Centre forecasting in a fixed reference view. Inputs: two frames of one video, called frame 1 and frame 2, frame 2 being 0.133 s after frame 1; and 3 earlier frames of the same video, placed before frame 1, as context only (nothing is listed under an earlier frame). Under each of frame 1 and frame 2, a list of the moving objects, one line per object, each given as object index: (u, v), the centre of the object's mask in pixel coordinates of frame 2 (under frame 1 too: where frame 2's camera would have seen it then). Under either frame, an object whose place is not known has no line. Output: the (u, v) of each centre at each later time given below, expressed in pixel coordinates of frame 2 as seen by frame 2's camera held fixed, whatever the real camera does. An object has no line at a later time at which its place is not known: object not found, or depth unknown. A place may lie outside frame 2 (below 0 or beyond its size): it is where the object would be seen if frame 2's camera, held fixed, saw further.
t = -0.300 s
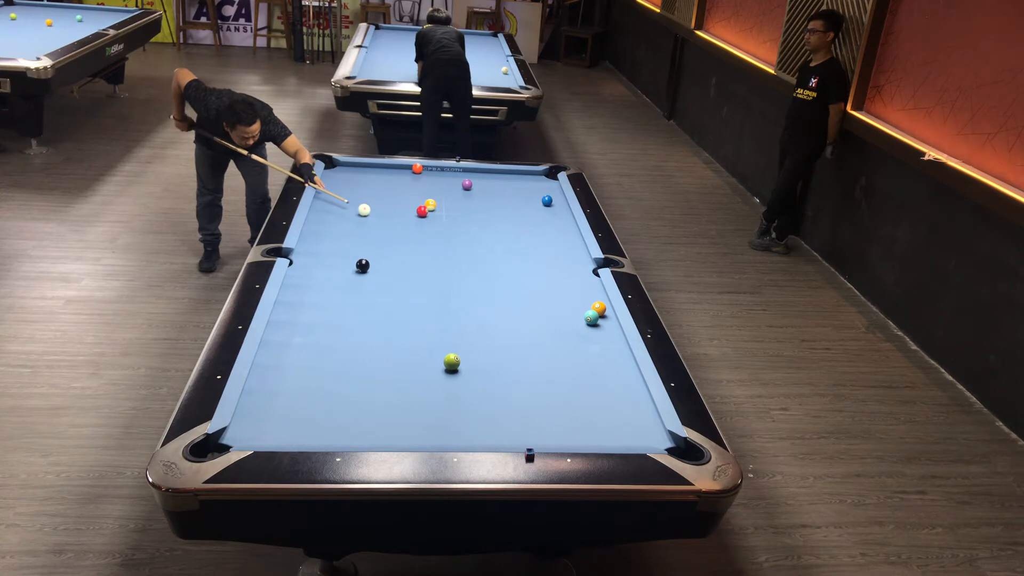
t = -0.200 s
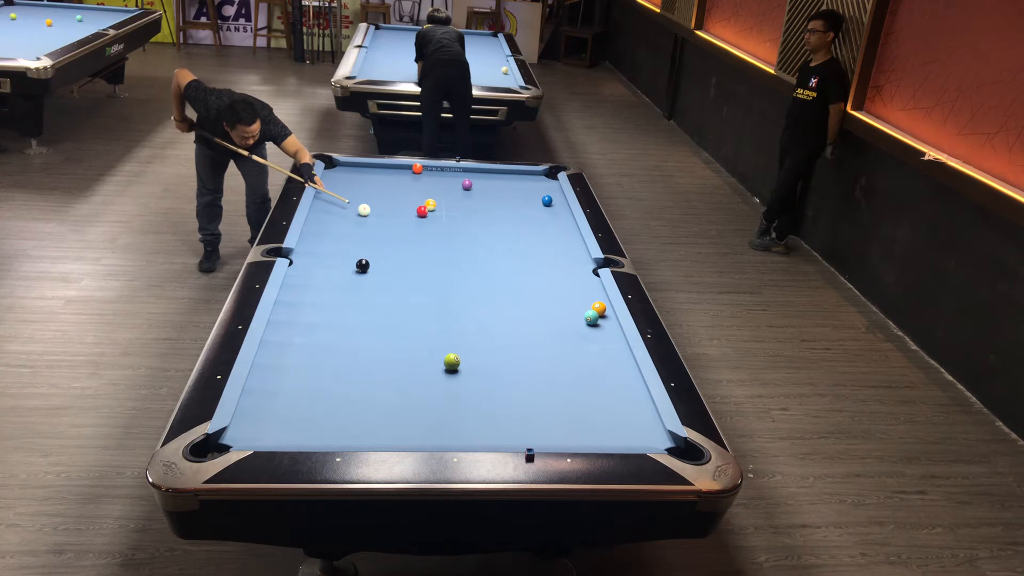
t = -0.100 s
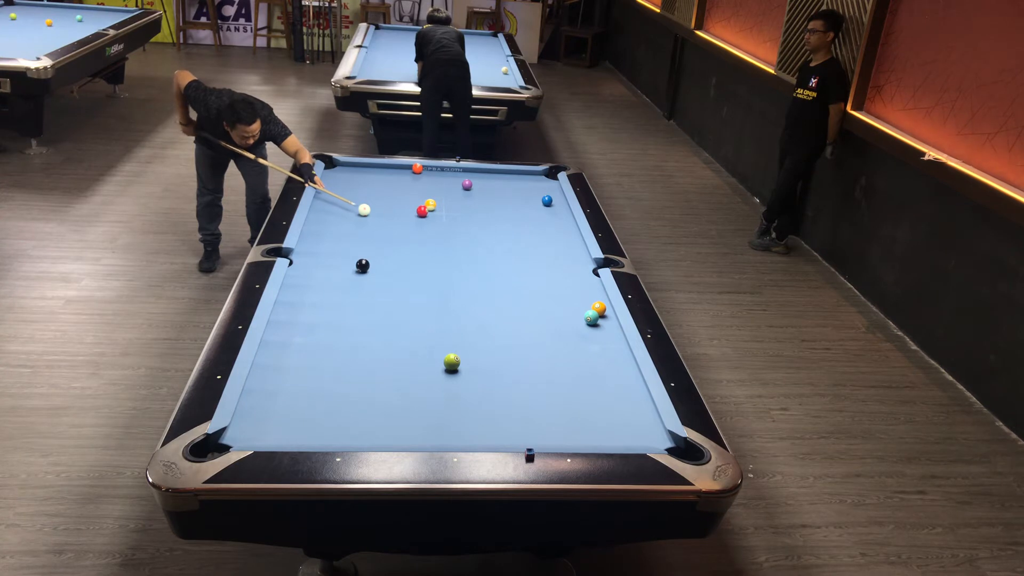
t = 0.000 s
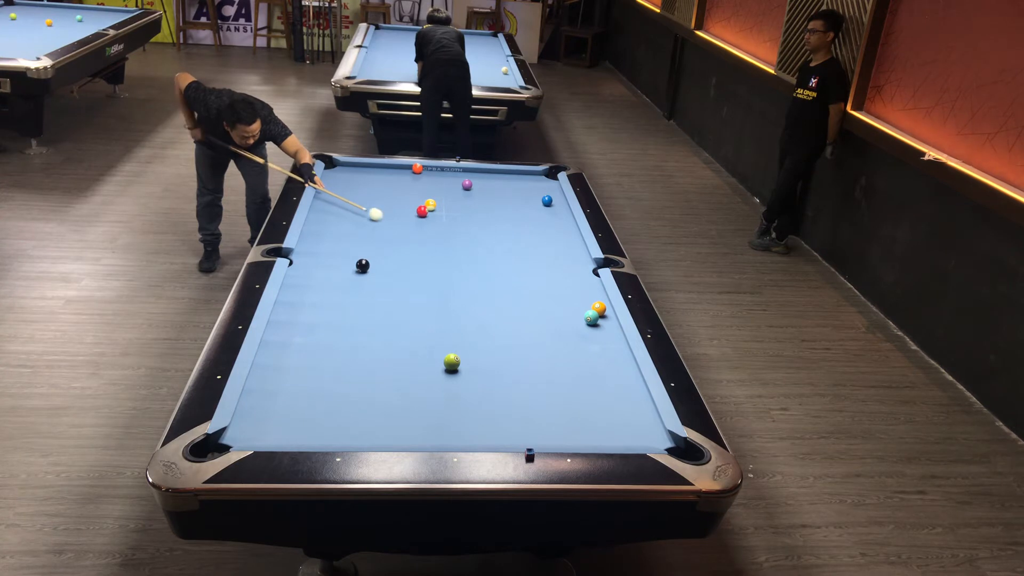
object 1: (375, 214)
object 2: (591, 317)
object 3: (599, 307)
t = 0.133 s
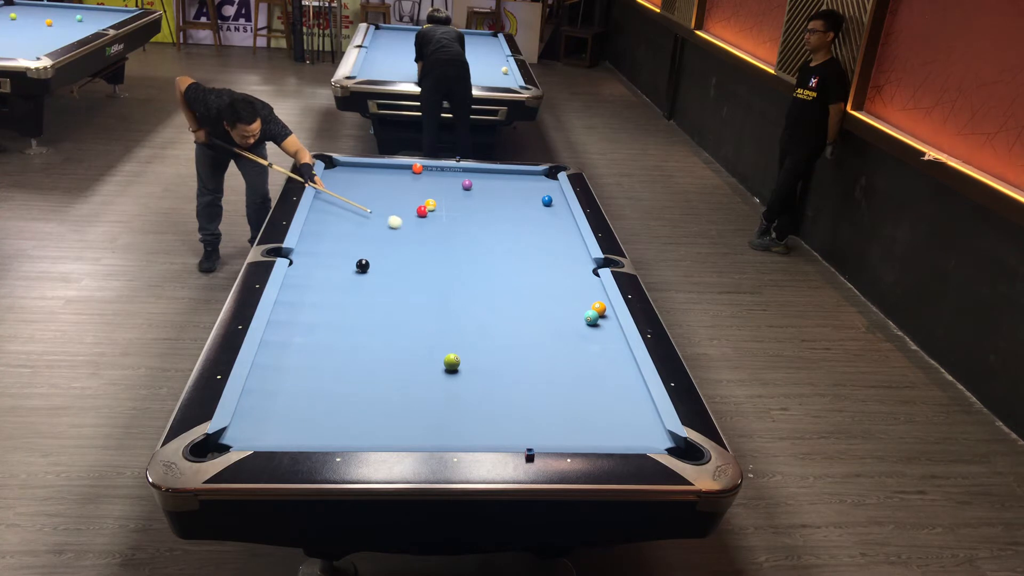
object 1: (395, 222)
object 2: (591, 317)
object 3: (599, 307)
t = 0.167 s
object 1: (399, 224)
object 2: (591, 317)
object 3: (599, 307)
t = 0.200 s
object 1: (404, 226)
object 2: (591, 317)
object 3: (599, 307)
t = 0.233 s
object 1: (409, 228)
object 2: (591, 317)
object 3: (599, 307)
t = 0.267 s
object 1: (414, 230)
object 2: (591, 317)
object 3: (599, 307)
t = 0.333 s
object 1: (424, 234)
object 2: (591, 317)
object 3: (599, 307)
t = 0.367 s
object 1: (429, 236)
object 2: (591, 317)
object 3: (599, 307)
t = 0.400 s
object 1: (434, 238)
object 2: (591, 317)
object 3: (599, 307)
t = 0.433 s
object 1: (439, 240)
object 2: (591, 317)
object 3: (599, 307)
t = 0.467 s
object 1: (444, 242)
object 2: (591, 317)
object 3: (599, 307)
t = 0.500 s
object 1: (449, 244)
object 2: (591, 317)
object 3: (599, 307)
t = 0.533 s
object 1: (454, 246)
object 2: (591, 317)
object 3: (599, 307)
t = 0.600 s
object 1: (465, 250)
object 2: (591, 317)
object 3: (599, 307)
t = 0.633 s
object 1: (470, 252)
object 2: (591, 317)
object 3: (599, 307)
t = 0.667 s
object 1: (475, 254)
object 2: (591, 317)
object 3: (599, 307)
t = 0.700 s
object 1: (480, 256)
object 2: (591, 317)
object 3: (599, 307)
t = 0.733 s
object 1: (485, 259)
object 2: (591, 317)
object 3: (599, 307)
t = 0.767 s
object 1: (491, 261)
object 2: (591, 317)
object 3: (599, 307)
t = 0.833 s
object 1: (502, 265)
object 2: (591, 317)
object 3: (599, 307)
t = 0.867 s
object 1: (507, 267)
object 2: (591, 317)
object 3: (599, 307)
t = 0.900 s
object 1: (512, 269)
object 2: (591, 317)
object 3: (599, 307)
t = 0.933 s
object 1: (518, 272)
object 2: (591, 317)
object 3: (599, 307)
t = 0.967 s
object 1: (523, 274)
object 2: (591, 317)
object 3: (599, 307)
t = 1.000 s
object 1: (529, 276)
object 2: (591, 317)
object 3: (599, 307)
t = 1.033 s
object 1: (534, 278)
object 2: (591, 317)
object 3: (599, 307)
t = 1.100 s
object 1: (545, 283)
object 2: (591, 317)
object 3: (599, 307)
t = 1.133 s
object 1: (551, 285)
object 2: (591, 317)
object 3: (599, 307)
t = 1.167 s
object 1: (557, 287)
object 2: (591, 317)
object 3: (599, 307)
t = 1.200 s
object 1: (563, 290)
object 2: (591, 317)
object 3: (599, 307)
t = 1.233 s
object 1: (569, 292)
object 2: (591, 317)
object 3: (599, 307)
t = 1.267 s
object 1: (574, 294)
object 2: (591, 317)
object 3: (599, 307)
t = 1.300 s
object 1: (580, 296)
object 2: (591, 317)
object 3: (599, 307)
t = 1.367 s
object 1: (590, 300)
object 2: (591, 317)
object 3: (599, 308)
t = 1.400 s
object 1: (596, 300)
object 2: (591, 317)
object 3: (600, 308)
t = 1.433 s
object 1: (601, 301)
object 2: (591, 317)
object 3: (602, 311)
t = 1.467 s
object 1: (602, 301)
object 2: (591, 317)
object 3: (603, 313)
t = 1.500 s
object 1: (600, 302)
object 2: (590, 318)
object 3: (604, 315)
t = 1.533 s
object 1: (597, 303)
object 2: (590, 318)
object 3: (606, 316)
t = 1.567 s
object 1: (595, 303)
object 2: (589, 318)
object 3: (608, 317)
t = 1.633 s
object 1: (590, 303)
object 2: (588, 319)
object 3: (611, 320)
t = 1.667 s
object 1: (588, 303)
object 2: (587, 319)
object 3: (610, 320)
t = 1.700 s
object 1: (586, 304)
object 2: (586, 320)
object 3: (610, 321)
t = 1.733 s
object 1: (583, 304)
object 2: (586, 320)
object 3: (610, 322)
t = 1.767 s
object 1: (581, 304)
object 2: (585, 320)
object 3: (609, 323)
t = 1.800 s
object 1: (579, 304)
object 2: (584, 321)
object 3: (609, 324)
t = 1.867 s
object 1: (574, 304)
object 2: (583, 321)
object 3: (608, 326)
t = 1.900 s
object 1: (572, 305)
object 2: (583, 322)
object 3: (608, 326)
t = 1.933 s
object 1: (570, 305)
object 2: (582, 322)
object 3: (608, 327)
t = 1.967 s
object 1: (567, 305)
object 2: (582, 322)
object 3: (607, 328)
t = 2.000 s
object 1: (565, 305)
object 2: (581, 322)
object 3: (607, 329)
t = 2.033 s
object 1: (563, 305)
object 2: (581, 323)
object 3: (607, 330)
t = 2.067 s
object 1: (561, 305)
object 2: (580, 323)
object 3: (606, 330)
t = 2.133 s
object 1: (557, 305)
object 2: (579, 323)
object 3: (606, 332)
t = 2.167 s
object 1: (555, 306)
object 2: (579, 324)
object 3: (606, 333)
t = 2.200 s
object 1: (553, 306)
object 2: (578, 324)
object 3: (605, 333)
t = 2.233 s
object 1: (551, 306)
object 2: (578, 324)
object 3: (605, 334)
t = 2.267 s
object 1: (549, 306)
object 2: (577, 324)
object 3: (605, 335)
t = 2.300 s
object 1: (547, 306)
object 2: (577, 324)
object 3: (604, 335)
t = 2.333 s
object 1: (545, 306)
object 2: (576, 325)
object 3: (604, 336)
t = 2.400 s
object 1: (541, 307)
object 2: (576, 325)
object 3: (603, 338)
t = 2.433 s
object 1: (539, 307)
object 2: (575, 325)
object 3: (603, 338)
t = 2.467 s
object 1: (537, 307)
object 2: (575, 325)
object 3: (603, 339)
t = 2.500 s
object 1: (535, 307)
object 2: (575, 326)
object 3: (603, 340)
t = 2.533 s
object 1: (533, 307)
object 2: (574, 326)
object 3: (602, 340)
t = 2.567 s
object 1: (532, 307)
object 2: (574, 326)
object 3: (602, 341)
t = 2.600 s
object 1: (530, 307)
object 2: (574, 326)
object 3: (602, 342)
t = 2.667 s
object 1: (526, 308)
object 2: (573, 326)
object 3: (601, 343)
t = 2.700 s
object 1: (524, 308)
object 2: (573, 327)
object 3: (601, 343)
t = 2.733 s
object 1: (523, 308)
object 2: (573, 327)
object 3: (601, 344)
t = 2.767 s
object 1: (521, 308)
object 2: (573, 327)
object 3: (600, 345)
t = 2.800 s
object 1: (519, 308)
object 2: (572, 327)
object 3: (600, 345)
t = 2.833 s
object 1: (518, 308)
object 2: (572, 327)
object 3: (600, 346)
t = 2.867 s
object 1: (516, 309)
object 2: (572, 327)
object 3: (599, 347)
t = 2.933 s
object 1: (513, 309)
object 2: (572, 327)
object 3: (599, 348)
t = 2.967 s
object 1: (511, 309)
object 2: (571, 327)
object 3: (599, 349)
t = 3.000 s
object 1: (510, 309)
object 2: (571, 327)
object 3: (598, 349)
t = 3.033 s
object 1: (508, 309)
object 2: (571, 327)
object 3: (598, 350)
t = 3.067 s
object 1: (507, 309)
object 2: (571, 327)
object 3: (598, 350)
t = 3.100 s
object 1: (505, 310)
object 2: (571, 327)
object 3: (598, 351)
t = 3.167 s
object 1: (502, 310)
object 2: (571, 327)
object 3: (597, 352)
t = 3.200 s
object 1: (501, 310)
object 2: (571, 327)
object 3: (597, 352)
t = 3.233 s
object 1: (500, 310)
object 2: (571, 327)
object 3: (597, 353)
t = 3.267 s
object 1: (498, 310)
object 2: (571, 327)
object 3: (596, 353)
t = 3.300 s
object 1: (497, 310)
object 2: (571, 327)
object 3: (596, 354)
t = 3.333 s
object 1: (495, 310)
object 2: (571, 327)
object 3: (596, 354)
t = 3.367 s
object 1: (494, 310)
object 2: (571, 327)
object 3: (596, 355)
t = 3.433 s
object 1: (491, 311)
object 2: (571, 327)
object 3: (595, 356)
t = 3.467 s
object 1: (490, 311)
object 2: (571, 327)
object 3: (595, 356)
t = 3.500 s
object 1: (489, 311)
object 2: (571, 327)
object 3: (595, 356)
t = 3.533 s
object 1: (488, 311)
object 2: (571, 327)
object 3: (595, 357)
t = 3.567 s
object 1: (486, 311)
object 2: (571, 327)
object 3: (595, 357)
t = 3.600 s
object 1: (485, 311)
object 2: (571, 327)
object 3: (594, 358)
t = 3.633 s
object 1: (484, 311)
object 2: (571, 327)
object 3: (594, 358)
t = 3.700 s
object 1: (482, 312)
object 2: (571, 327)
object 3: (594, 359)
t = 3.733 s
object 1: (481, 312)
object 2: (571, 327)
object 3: (593, 359)
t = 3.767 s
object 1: (479, 312)
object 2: (571, 327)
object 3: (593, 360)
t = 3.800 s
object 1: (479, 312)
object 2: (571, 327)
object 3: (593, 360)
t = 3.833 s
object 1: (478, 312)
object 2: (571, 327)
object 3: (593, 360)
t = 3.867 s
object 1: (477, 312)
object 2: (571, 327)
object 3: (593, 360)
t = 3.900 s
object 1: (476, 312)
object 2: (571, 327)
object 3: (592, 361)
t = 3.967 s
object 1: (473, 313)
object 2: (571, 327)
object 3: (592, 361)
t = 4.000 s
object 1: (473, 313)
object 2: (571, 327)
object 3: (592, 362)
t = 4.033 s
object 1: (472, 313)
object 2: (571, 327)
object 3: (591, 362)
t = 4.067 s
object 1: (471, 313)
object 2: (571, 327)
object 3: (591, 362)
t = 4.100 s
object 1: (470, 313)
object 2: (571, 327)
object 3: (591, 362)
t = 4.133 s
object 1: (469, 314)
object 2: (571, 327)
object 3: (591, 363)
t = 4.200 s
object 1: (467, 314)
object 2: (571, 327)
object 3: (591, 363)
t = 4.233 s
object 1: (466, 314)
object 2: (571, 327)
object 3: (591, 363)
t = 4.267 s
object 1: (466, 315)
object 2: (571, 327)
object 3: (591, 364)
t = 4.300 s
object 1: (465, 315)
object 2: (571, 327)
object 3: (591, 363)
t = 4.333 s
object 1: (464, 315)
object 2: (571, 327)
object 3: (591, 364)
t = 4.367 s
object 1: (463, 315)
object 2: (571, 327)
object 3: (591, 364)
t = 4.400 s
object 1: (463, 315)
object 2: (571, 327)
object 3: (591, 364)
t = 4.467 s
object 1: (461, 316)
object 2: (571, 327)
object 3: (590, 364)
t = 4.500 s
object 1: (461, 316)
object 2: (571, 327)
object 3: (590, 364)
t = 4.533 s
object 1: (460, 316)
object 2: (571, 327)
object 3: (590, 365)
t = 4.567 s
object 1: (459, 316)
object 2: (571, 327)
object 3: (590, 365)
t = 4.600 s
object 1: (459, 317)
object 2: (571, 327)
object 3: (590, 365)
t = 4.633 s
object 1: (458, 317)
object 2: (571, 327)
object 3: (590, 365)
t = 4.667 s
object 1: (457, 317)
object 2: (571, 327)
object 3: (590, 365)
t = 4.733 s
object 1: (456, 317)
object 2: (571, 327)
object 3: (590, 365)
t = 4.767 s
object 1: (455, 317)
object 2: (571, 327)
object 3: (590, 365)
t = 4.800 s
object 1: (455, 318)
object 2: (571, 327)
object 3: (590, 365)
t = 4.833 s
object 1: (454, 318)
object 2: (571, 327)
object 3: (590, 365)
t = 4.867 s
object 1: (454, 318)
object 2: (571, 327)
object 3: (590, 365)
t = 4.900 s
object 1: (454, 318)
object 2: (571, 327)
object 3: (590, 365)
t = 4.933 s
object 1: (453, 318)
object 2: (571, 327)
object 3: (590, 365)
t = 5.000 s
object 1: (452, 319)
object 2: (571, 327)
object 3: (590, 365)
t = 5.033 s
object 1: (452, 319)
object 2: (571, 327)
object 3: (590, 365)
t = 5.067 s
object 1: (451, 319)
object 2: (571, 327)
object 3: (590, 365)
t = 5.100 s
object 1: (451, 319)
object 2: (571, 327)
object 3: (590, 364)
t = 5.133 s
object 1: (451, 319)
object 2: (571, 327)
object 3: (590, 364)
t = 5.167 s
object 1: (450, 319)
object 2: (571, 327)
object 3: (590, 365)
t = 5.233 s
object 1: (450, 320)
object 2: (571, 327)
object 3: (590, 365)
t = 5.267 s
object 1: (449, 320)
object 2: (571, 327)
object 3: (590, 365)
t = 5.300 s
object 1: (449, 320)
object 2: (571, 327)
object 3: (590, 365)
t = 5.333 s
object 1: (449, 320)
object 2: (571, 327)
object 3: (590, 365)
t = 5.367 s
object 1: (448, 320)
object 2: (571, 327)
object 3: (590, 365)
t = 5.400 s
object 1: (448, 320)
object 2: (571, 327)
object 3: (590, 365)
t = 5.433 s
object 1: (448, 320)
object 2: (571, 327)
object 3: (590, 365)
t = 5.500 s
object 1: (448, 321)
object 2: (571, 327)
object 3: (590, 365)
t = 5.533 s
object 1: (448, 321)
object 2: (571, 327)
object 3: (590, 365)
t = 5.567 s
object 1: (447, 321)
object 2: (571, 327)
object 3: (590, 365)
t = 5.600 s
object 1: (447, 321)
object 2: (571, 327)
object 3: (591, 365)
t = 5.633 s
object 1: (447, 321)
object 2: (571, 327)
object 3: (590, 365)
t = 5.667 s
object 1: (447, 321)
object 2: (571, 327)
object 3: (590, 365)
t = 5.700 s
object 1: (447, 321)
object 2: (571, 327)
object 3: (590, 365)
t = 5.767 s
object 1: (447, 321)
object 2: (571, 327)
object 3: (590, 365)
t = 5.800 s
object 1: (447, 321)
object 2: (571, 327)
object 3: (590, 365)
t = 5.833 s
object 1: (447, 321)
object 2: (571, 327)
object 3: (590, 364)
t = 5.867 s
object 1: (447, 321)
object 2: (571, 327)
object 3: (590, 365)
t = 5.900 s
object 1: (447, 321)
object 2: (571, 327)
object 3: (590, 364)
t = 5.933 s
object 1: (447, 321)
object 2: (571, 327)
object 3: (590, 364)
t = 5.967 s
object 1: (447, 321)
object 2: (571, 327)
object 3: (590, 364)
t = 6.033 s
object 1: (447, 321)
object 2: (571, 327)
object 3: (590, 364)
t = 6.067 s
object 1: (447, 321)
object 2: (571, 327)
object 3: (590, 364)
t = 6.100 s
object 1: (447, 321)
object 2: (571, 327)
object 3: (590, 364)
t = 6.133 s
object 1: (447, 321)
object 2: (571, 327)
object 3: (590, 364)
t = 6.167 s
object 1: (447, 321)
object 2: (571, 327)
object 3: (590, 364)
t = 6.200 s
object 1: (447, 321)
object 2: (571, 327)
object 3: (590, 364)
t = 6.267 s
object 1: (447, 321)
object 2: (571, 327)
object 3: (590, 364)
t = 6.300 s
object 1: (447, 321)
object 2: (571, 327)
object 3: (590, 364)
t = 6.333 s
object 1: (447, 321)
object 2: (571, 327)
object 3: (590, 364)
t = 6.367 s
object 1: (447, 321)
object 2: (571, 327)
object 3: (590, 364)
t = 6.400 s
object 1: (447, 321)
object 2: (571, 327)
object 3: (590, 365)
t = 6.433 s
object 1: (447, 321)
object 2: (571, 327)
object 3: (590, 364)
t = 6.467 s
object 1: (447, 321)
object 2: (571, 327)
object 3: (590, 364)
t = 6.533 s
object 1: (447, 321)
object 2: (571, 327)
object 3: (590, 364)
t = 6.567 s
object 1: (447, 321)
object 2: (571, 327)
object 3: (590, 364)
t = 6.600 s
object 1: (447, 321)
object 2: (571, 327)
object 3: (590, 364)
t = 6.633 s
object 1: (447, 321)
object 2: (571, 327)
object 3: (590, 364)
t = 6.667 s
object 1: (447, 321)
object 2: (571, 327)
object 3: (590, 365)
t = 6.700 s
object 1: (447, 321)
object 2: (571, 327)
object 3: (590, 364)
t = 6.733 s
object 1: (447, 321)
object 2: (571, 327)
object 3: (590, 365)
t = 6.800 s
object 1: (447, 321)
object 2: (571, 327)
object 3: (590, 364)
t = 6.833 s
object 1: (447, 321)
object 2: (571, 327)
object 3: (590, 364)
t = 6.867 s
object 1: (447, 321)
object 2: (571, 327)
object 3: (590, 364)
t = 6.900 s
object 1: (447, 321)
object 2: (571, 327)
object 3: (590, 364)
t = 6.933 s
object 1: (447, 321)
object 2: (571, 327)
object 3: (590, 365)
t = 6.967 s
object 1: (447, 321)
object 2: (571, 327)
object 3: (590, 364)
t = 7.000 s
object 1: (447, 321)
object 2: (571, 327)
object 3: (590, 364)
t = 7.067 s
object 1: (447, 321)
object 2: (571, 327)
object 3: (590, 364)
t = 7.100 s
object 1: (447, 321)
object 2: (571, 327)
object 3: (590, 365)
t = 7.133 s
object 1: (447, 321)
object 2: (571, 327)
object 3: (590, 364)
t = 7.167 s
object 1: (447, 321)
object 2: (571, 327)
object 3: (590, 365)
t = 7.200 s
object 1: (447, 321)
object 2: (571, 327)
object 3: (590, 364)
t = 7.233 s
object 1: (447, 321)
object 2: (571, 327)
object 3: (590, 364)
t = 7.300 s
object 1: (447, 321)
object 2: (571, 327)
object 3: (590, 364)
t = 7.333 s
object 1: (447, 321)
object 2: (571, 327)
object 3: (590, 364)
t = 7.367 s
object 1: (447, 321)
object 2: (571, 327)
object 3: (590, 364)
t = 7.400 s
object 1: (447, 321)
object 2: (571, 327)
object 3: (590, 365)
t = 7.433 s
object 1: (447, 321)
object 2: (571, 327)
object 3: (590, 364)
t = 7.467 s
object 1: (447, 321)
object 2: (571, 327)
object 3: (590, 364)
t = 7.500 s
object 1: (447, 321)
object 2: (571, 327)
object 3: (590, 364)
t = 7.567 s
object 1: (447, 321)
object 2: (571, 327)
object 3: (590, 364)
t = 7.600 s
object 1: (447, 321)
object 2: (571, 327)
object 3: (590, 364)
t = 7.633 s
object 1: (447, 321)
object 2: (571, 327)
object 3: (590, 365)
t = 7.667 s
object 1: (447, 321)
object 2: (571, 327)
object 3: (590, 364)
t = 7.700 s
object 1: (447, 321)
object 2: (571, 327)
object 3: (590, 364)
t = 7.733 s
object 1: (447, 321)
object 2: (571, 327)
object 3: (590, 364)
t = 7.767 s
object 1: (447, 321)
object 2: (571, 327)
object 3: (590, 364)
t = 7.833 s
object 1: (447, 321)
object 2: (571, 327)
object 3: (590, 364)
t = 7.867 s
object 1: (447, 321)
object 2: (571, 327)
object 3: (590, 364)
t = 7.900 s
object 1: (447, 321)
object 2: (571, 327)
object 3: (590, 365)
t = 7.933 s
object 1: (447, 321)
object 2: (571, 327)
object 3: (590, 365)
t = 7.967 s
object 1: (447, 321)
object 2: (571, 327)
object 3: (590, 365)
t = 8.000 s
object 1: (447, 321)
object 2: (571, 327)
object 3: (590, 365)
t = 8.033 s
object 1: (447, 321)
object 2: (571, 327)
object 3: (590, 365)
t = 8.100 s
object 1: (447, 321)
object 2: (571, 327)
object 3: (590, 365)
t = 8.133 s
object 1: (447, 321)
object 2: (571, 327)
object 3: (590, 365)
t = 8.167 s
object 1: (447, 321)
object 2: (571, 327)
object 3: (590, 365)
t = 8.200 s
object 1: (447, 321)
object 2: (571, 327)
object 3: (590, 364)
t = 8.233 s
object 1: (447, 321)
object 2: (571, 327)
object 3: (590, 365)
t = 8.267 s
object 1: (447, 321)
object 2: (571, 327)
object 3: (590, 364)
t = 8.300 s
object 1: (447, 321)
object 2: (571, 327)
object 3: (590, 364)
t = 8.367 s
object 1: (447, 321)
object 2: (571, 327)
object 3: (590, 365)
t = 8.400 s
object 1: (447, 321)
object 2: (571, 327)
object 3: (590, 365)
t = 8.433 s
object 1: (447, 321)
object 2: (571, 327)
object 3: (590, 365)
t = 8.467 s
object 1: (447, 321)
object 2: (571, 327)
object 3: (590, 365)
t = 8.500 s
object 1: (447, 321)
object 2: (571, 327)
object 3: (590, 365)
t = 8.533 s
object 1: (447, 321)
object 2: (571, 327)
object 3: (590, 364)
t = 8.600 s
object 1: (447, 321)
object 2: (571, 327)
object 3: (590, 365)
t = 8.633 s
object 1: (447, 321)
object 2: (571, 327)
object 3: (590, 365)
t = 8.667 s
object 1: (447, 321)
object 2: (571, 327)
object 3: (590, 365)
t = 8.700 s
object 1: (447, 321)
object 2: (571, 327)
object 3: (590, 365)
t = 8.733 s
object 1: (447, 321)
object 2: (571, 327)
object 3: (590, 365)
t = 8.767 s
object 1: (447, 321)
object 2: (571, 327)
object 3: (590, 365)
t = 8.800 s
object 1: (447, 321)
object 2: (571, 327)
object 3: (590, 365)
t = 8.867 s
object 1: (447, 321)
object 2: (571, 327)
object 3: (590, 365)
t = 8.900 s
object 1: (447, 321)
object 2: (571, 327)
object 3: (590, 365)
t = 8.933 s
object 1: (447, 321)
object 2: (571, 327)
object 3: (590, 365)
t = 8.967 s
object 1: (447, 321)
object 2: (571, 327)
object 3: (590, 365)
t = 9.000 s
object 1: (447, 321)
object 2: (571, 327)
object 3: (590, 365)
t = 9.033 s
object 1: (447, 321)
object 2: (571, 327)
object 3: (590, 365)
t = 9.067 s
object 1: (447, 321)
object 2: (571, 327)
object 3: (590, 365)
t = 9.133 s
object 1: (447, 321)
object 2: (571, 327)
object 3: (590, 364)
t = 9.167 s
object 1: (447, 321)
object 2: (571, 327)
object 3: (590, 364)
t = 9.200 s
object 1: (447, 321)
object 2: (571, 327)
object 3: (590, 364)
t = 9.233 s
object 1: (447, 321)
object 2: (571, 327)
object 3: (590, 364)
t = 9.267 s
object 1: (447, 321)
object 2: (571, 327)
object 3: (590, 364)
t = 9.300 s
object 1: (447, 321)
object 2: (571, 327)
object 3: (590, 364)
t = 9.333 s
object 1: (447, 321)
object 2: (571, 327)
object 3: (590, 364)
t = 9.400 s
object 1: (447, 321)
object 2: (571, 327)
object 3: (590, 364)
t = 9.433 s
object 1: (447, 321)
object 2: (571, 327)
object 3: (590, 364)
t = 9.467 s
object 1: (447, 321)
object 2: (571, 327)
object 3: (590, 364)
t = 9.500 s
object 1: (447, 321)
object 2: (571, 327)
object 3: (590, 364)
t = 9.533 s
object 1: (447, 321)
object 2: (571, 327)
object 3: (590, 364)
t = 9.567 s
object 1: (447, 321)
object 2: (571, 327)
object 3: (590, 364)
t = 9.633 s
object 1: (447, 321)
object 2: (571, 327)
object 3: (590, 364)
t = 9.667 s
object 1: (447, 321)
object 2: (571, 327)
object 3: (590, 364)
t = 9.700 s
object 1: (447, 321)
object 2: (571, 327)
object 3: (590, 364)
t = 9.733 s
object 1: (447, 321)
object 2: (571, 327)
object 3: (590, 364)
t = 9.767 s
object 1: (447, 321)
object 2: (571, 327)
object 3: (590, 364)
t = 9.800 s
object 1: (447, 321)
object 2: (571, 327)
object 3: (590, 364)
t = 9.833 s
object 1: (447, 321)
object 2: (571, 327)
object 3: (590, 364)
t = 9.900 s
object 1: (447, 321)
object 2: (571, 327)
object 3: (590, 364)
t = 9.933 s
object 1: (447, 321)
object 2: (571, 327)
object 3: (590, 364)
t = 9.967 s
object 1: (447, 321)
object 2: (571, 327)
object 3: (590, 364)
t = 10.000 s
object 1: (447, 321)
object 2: (571, 327)
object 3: (590, 364)
